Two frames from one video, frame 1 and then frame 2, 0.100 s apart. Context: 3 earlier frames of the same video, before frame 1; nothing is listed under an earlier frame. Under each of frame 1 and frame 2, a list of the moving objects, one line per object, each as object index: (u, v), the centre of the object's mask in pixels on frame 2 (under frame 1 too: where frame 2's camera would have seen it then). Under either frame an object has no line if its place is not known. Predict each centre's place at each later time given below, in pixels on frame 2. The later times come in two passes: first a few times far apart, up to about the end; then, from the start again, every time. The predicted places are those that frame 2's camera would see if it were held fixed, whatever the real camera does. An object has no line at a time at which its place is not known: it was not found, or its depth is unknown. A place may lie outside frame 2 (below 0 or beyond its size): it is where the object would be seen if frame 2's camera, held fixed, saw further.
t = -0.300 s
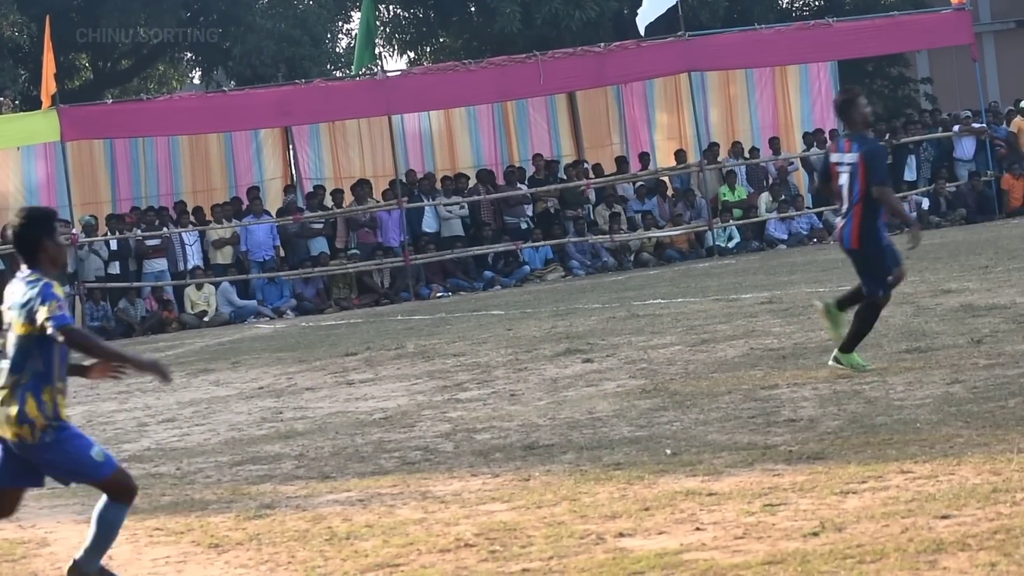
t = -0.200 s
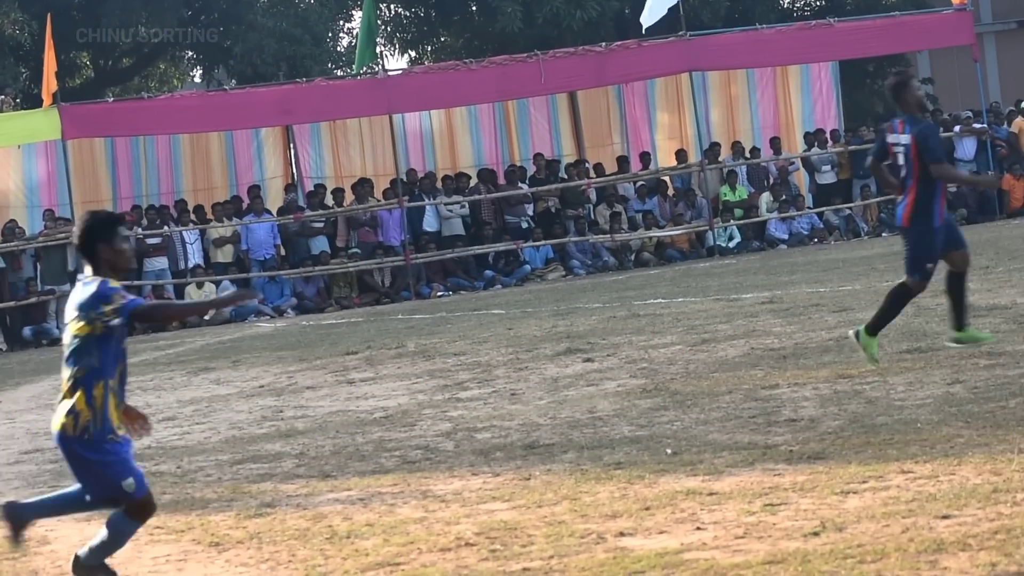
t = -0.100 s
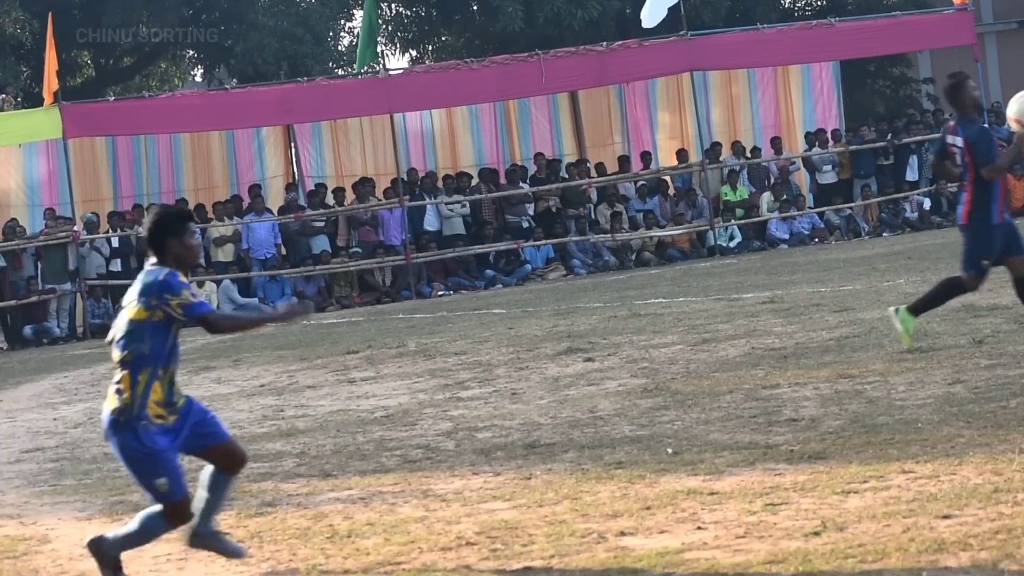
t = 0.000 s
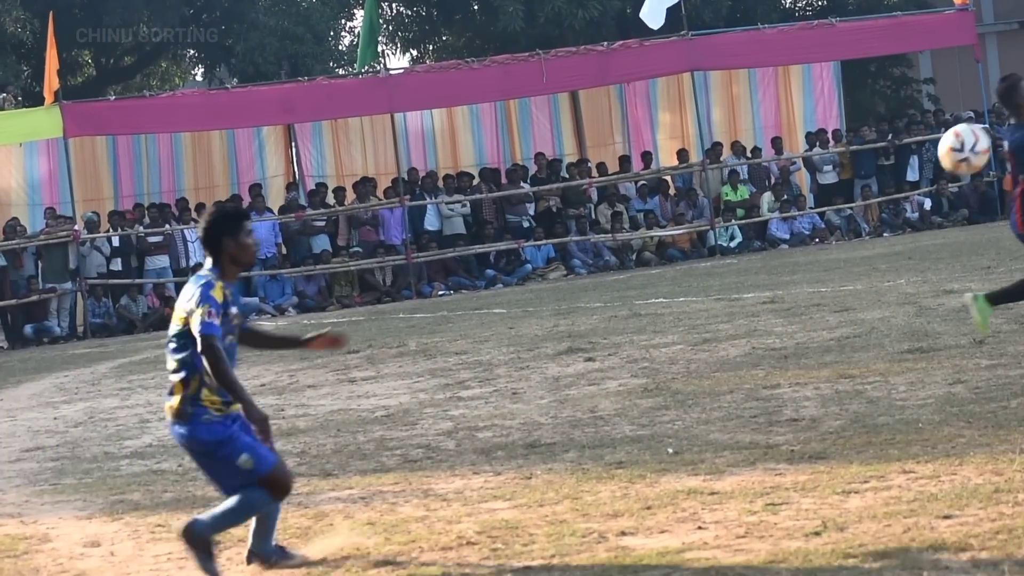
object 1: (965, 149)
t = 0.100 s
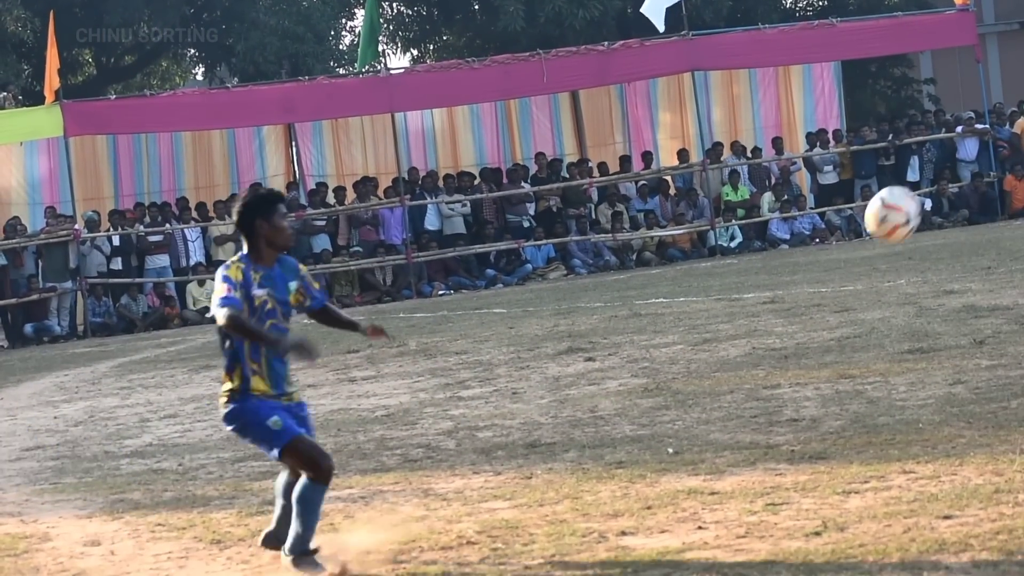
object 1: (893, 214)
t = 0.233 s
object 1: (785, 360)
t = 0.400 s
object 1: (656, 471)
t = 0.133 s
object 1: (866, 244)
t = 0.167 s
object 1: (841, 278)
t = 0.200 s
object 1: (813, 316)
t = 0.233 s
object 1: (785, 360)
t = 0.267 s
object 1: (754, 409)
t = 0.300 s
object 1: (722, 461)
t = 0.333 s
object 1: (690, 520)
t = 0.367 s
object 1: (673, 501)
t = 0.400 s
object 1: (656, 471)
